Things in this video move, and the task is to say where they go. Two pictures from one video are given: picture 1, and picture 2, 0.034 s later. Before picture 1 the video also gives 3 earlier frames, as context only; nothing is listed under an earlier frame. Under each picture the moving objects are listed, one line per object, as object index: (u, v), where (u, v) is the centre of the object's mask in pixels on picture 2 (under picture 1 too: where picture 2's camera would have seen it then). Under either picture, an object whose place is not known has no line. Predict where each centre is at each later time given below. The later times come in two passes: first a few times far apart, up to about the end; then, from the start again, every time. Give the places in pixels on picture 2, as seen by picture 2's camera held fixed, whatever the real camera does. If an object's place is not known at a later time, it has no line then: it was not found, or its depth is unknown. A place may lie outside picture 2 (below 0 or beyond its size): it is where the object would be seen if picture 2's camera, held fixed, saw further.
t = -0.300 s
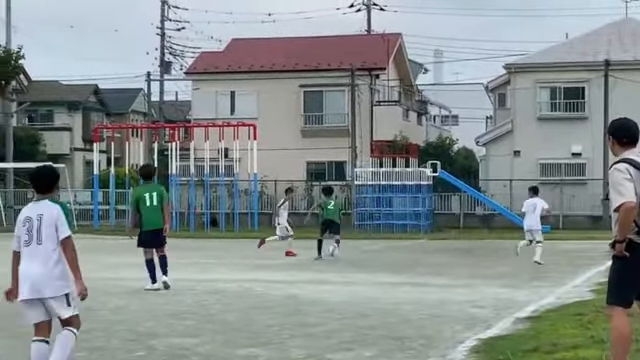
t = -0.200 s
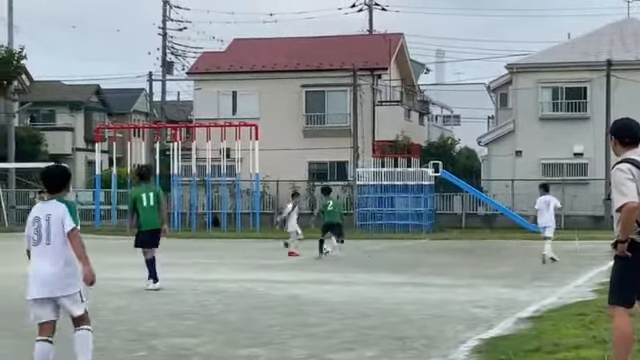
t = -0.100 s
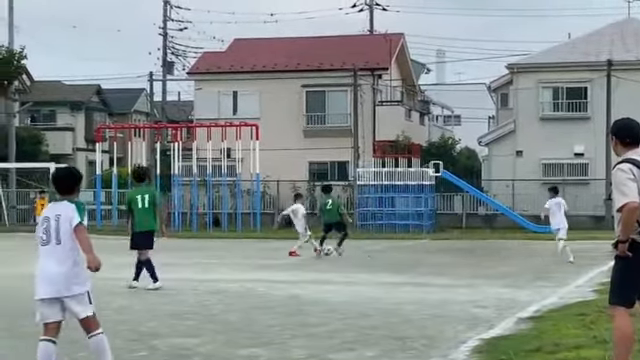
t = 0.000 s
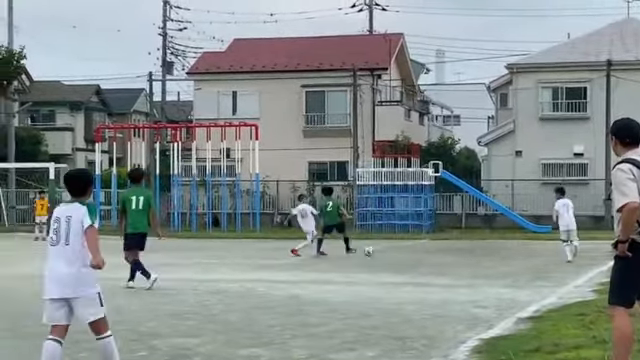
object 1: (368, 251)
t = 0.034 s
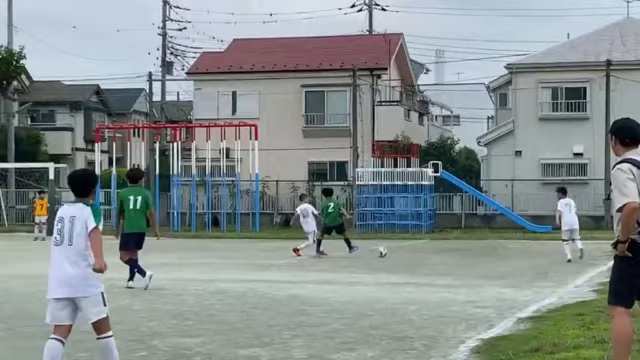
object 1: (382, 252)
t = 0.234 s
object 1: (457, 253)
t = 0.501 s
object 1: (546, 256)
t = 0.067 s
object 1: (394, 252)
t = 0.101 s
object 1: (408, 253)
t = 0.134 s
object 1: (420, 253)
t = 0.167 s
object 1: (433, 253)
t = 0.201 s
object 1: (445, 253)
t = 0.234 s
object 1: (457, 253)
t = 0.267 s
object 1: (469, 253)
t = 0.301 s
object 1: (480, 253)
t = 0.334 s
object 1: (491, 253)
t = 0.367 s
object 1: (504, 255)
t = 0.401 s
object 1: (513, 255)
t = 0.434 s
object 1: (525, 254)
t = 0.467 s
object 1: (535, 255)
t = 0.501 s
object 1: (546, 256)
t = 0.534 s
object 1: (556, 256)
